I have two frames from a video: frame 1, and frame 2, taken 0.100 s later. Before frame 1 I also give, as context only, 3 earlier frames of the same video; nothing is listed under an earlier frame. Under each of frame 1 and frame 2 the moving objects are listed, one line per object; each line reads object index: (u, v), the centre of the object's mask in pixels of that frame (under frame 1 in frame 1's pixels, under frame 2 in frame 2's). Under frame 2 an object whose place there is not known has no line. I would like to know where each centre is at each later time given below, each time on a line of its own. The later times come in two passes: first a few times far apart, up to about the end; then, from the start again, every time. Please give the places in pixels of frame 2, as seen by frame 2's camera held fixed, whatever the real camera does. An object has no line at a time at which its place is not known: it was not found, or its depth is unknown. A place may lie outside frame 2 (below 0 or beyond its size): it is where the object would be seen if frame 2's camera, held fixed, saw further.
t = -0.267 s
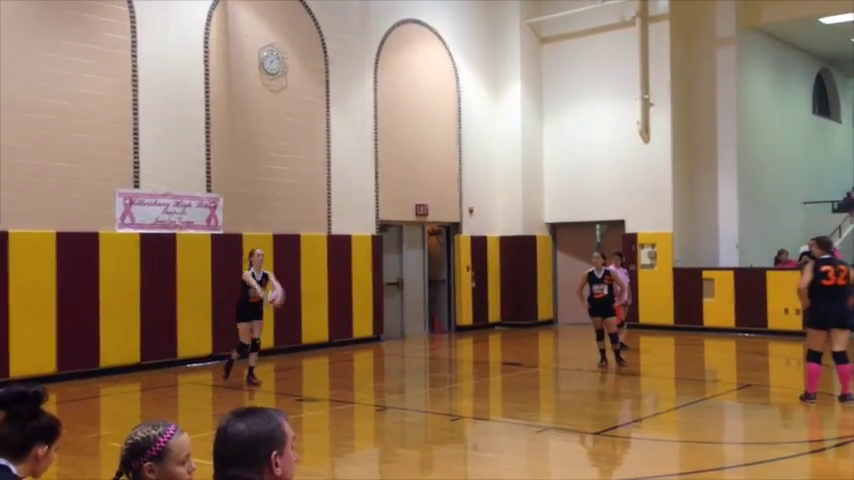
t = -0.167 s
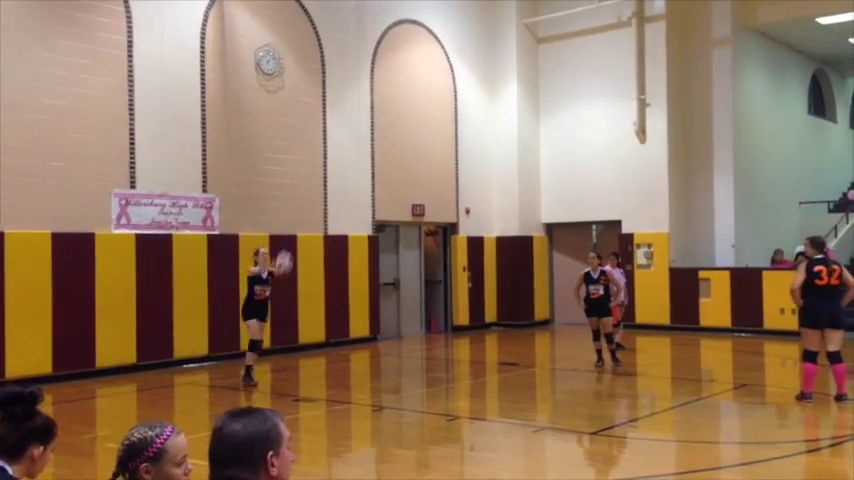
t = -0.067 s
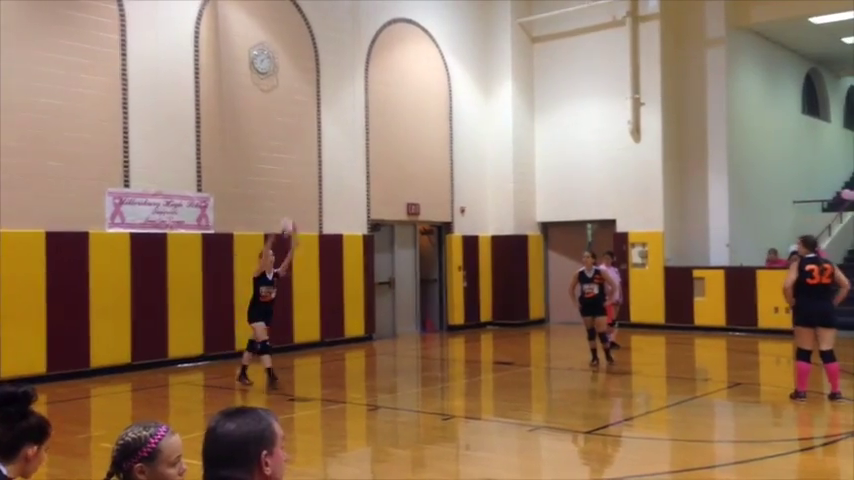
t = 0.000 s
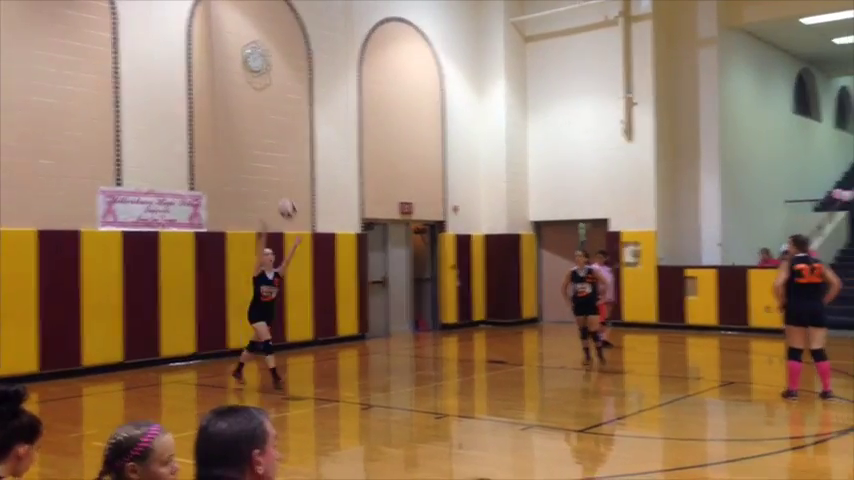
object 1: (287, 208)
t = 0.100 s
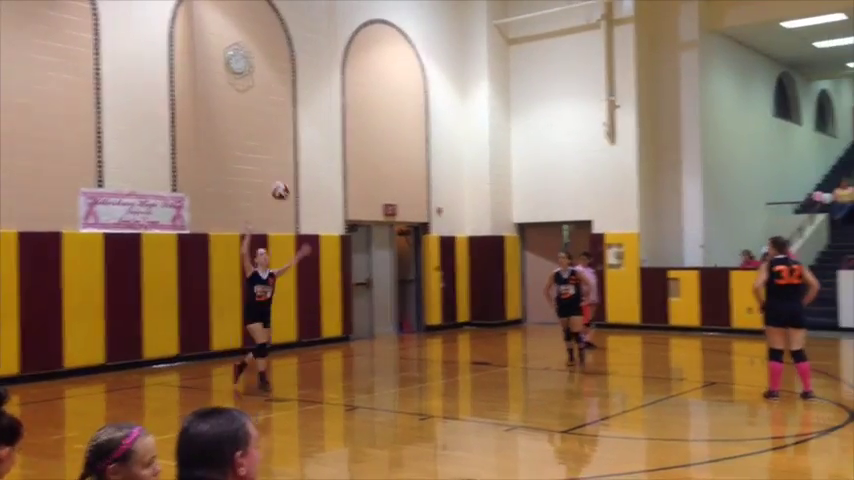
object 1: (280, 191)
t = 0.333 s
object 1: (302, 177)
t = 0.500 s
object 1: (317, 197)
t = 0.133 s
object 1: (283, 186)
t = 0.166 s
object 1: (286, 182)
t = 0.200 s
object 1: (288, 179)
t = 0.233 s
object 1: (292, 177)
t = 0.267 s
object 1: (295, 176)
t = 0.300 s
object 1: (298, 176)
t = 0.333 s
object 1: (302, 177)
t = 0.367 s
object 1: (304, 180)
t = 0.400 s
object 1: (308, 183)
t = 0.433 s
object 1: (311, 186)
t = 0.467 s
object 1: (314, 191)
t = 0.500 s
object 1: (317, 197)
